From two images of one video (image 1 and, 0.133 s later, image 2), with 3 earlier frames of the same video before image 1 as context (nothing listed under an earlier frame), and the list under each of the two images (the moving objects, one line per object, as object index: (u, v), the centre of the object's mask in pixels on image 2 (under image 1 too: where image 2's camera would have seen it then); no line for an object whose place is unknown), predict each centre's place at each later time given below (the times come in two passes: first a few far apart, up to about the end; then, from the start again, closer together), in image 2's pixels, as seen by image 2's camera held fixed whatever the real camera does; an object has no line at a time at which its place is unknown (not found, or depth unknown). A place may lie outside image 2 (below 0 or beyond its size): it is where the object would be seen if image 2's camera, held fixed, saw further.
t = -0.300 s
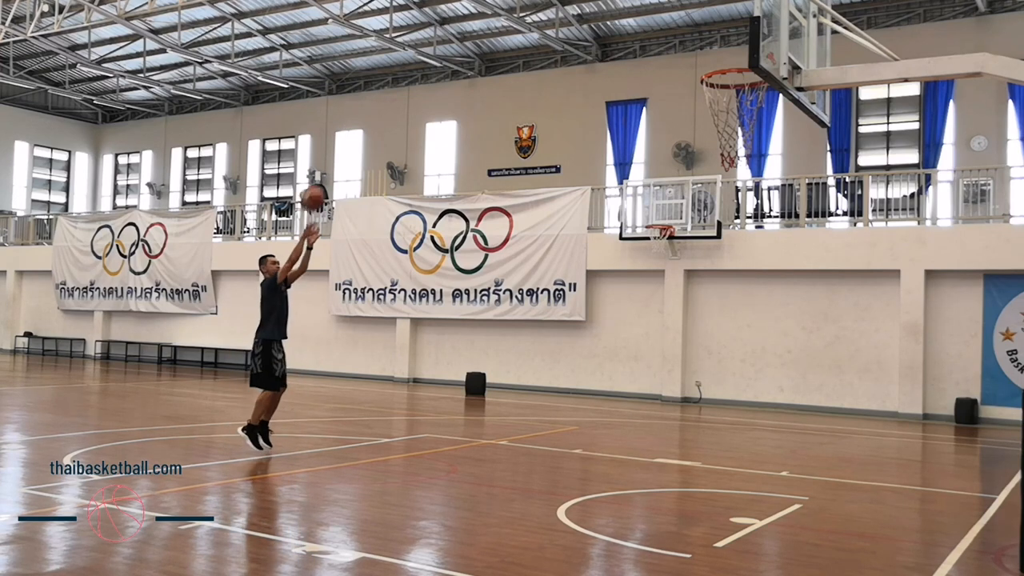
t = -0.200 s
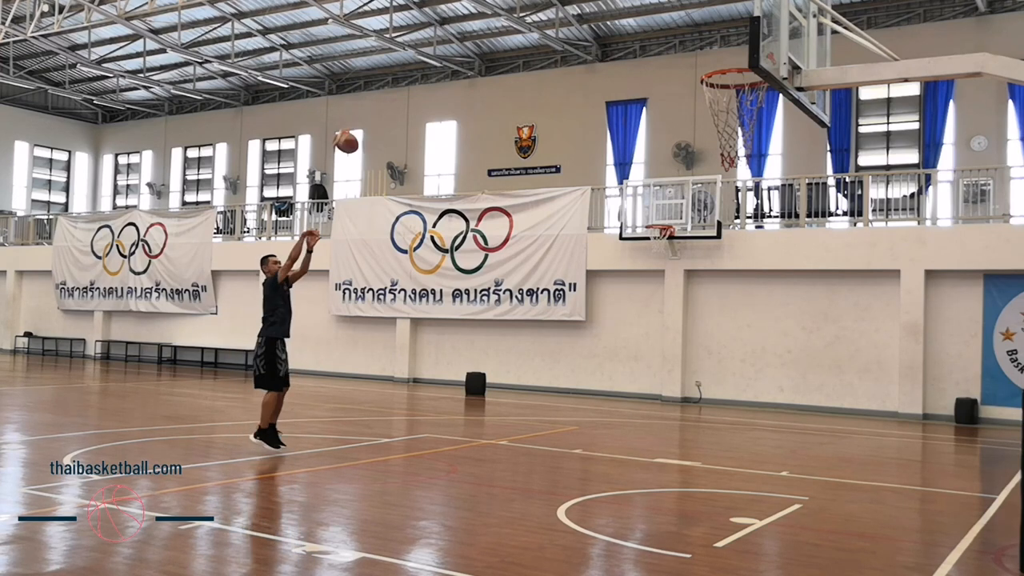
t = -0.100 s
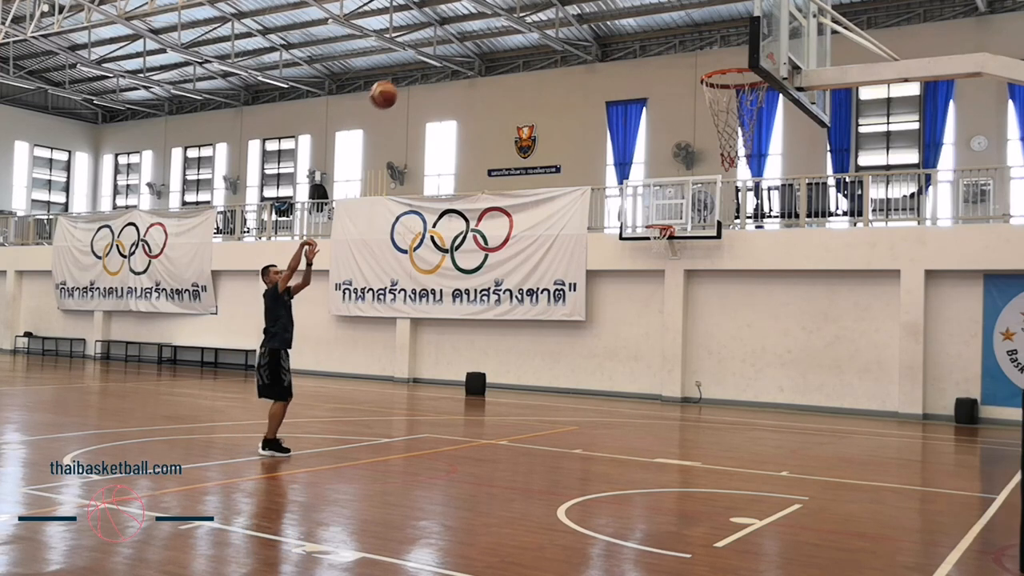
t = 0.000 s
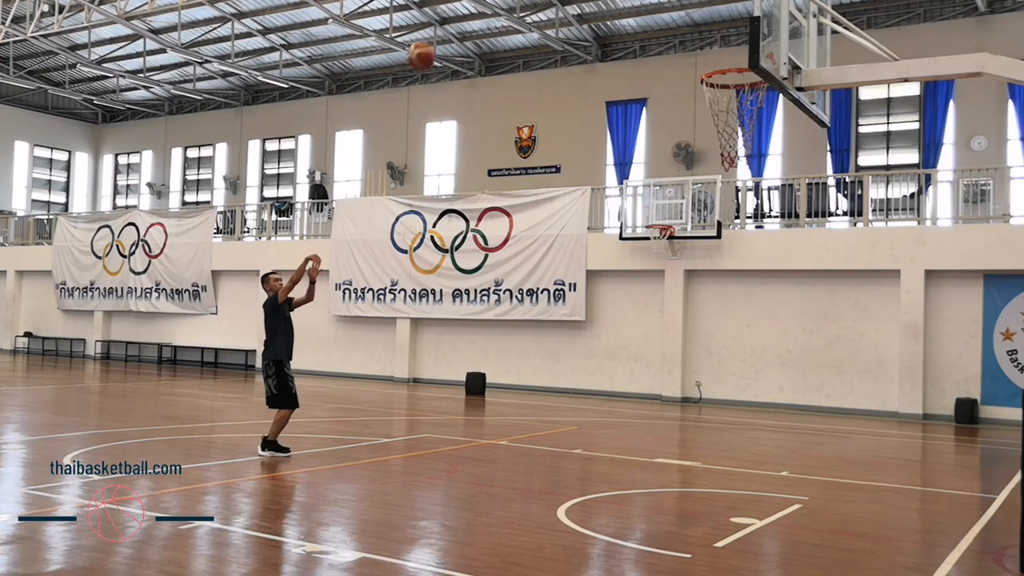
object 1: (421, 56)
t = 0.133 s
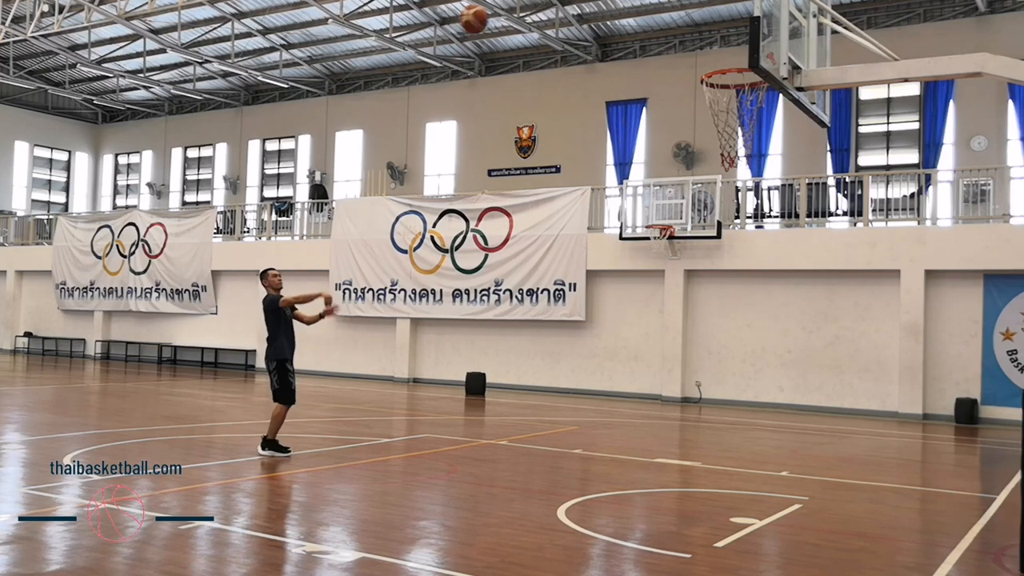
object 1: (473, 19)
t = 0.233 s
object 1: (515, 8)
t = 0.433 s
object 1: (603, 9)
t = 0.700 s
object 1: (711, 44)
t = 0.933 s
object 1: (740, 27)
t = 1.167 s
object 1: (739, 67)
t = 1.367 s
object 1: (704, 149)
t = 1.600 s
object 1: (661, 319)
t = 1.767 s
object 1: (631, 490)
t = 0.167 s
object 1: (487, 13)
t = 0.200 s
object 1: (501, 10)
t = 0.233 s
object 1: (515, 8)
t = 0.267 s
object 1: (529, 7)
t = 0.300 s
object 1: (543, 6)
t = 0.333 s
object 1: (557, 6)
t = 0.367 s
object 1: (572, 6)
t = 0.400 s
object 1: (587, 7)
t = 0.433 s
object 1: (603, 9)
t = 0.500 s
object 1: (635, 17)
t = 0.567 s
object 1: (668, 36)
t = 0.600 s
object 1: (685, 47)
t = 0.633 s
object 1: (701, 60)
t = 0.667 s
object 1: (706, 52)
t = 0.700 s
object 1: (711, 44)
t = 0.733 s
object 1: (716, 37)
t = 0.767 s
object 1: (721, 32)
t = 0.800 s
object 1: (726, 28)
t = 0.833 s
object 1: (731, 26)
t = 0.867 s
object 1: (735, 25)
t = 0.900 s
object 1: (738, 25)
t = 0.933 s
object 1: (740, 27)
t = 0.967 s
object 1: (742, 30)
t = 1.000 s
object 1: (744, 36)
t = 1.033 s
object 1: (746, 43)
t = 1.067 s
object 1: (745, 48)
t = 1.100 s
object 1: (743, 53)
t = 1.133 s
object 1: (741, 60)
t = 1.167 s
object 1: (739, 67)
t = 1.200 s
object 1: (735, 76)
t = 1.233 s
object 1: (729, 87)
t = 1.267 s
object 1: (724, 100)
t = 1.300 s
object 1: (717, 115)
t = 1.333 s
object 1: (711, 130)
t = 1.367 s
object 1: (704, 149)
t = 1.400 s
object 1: (699, 168)
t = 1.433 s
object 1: (692, 189)
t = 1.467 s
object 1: (686, 212)
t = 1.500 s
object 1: (680, 237)
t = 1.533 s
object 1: (674, 262)
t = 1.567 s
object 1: (667, 290)
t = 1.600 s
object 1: (661, 319)
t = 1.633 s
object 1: (656, 351)
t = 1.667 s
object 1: (650, 383)
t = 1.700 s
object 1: (644, 417)
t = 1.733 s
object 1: (637, 452)
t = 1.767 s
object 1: (631, 490)
